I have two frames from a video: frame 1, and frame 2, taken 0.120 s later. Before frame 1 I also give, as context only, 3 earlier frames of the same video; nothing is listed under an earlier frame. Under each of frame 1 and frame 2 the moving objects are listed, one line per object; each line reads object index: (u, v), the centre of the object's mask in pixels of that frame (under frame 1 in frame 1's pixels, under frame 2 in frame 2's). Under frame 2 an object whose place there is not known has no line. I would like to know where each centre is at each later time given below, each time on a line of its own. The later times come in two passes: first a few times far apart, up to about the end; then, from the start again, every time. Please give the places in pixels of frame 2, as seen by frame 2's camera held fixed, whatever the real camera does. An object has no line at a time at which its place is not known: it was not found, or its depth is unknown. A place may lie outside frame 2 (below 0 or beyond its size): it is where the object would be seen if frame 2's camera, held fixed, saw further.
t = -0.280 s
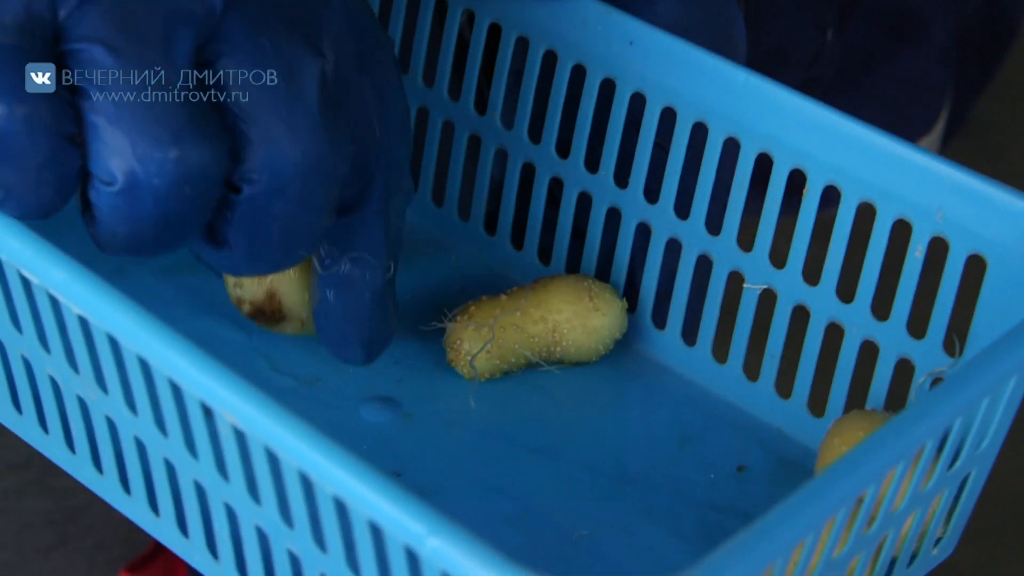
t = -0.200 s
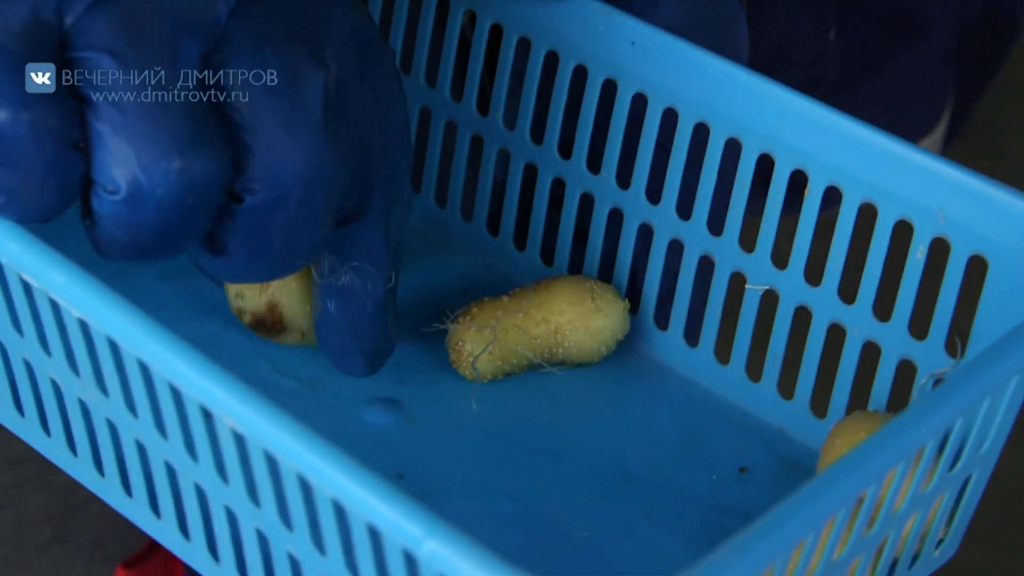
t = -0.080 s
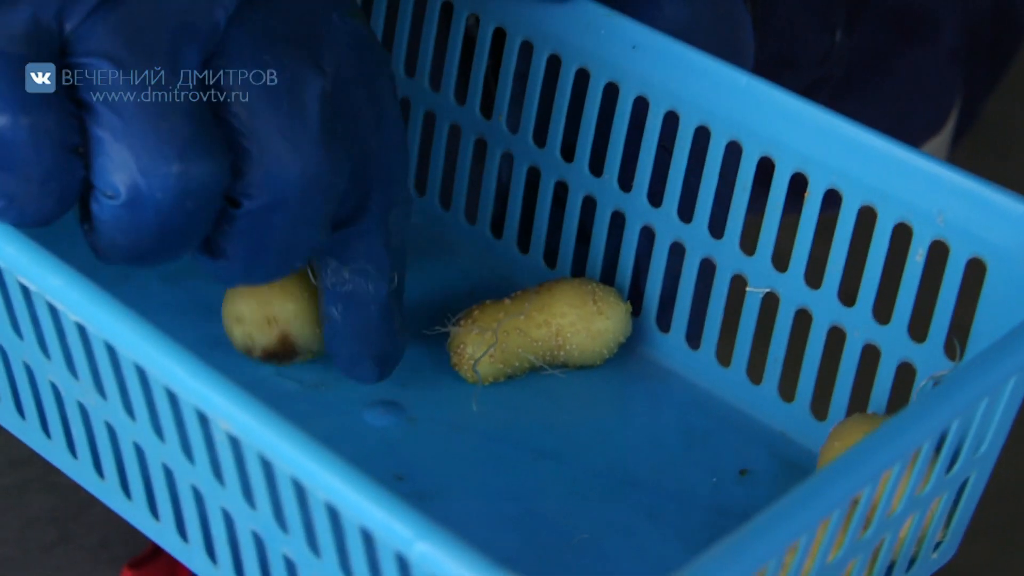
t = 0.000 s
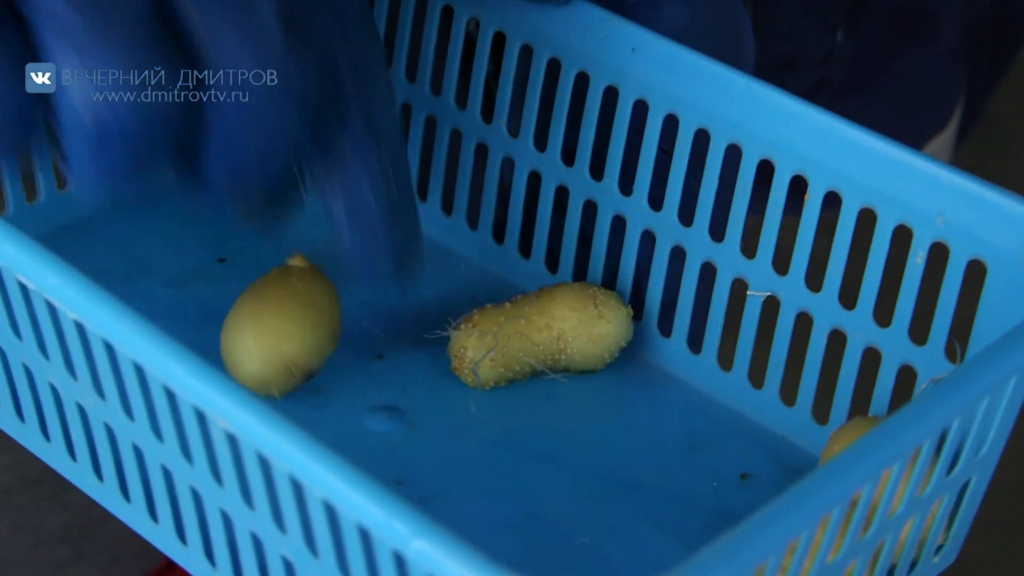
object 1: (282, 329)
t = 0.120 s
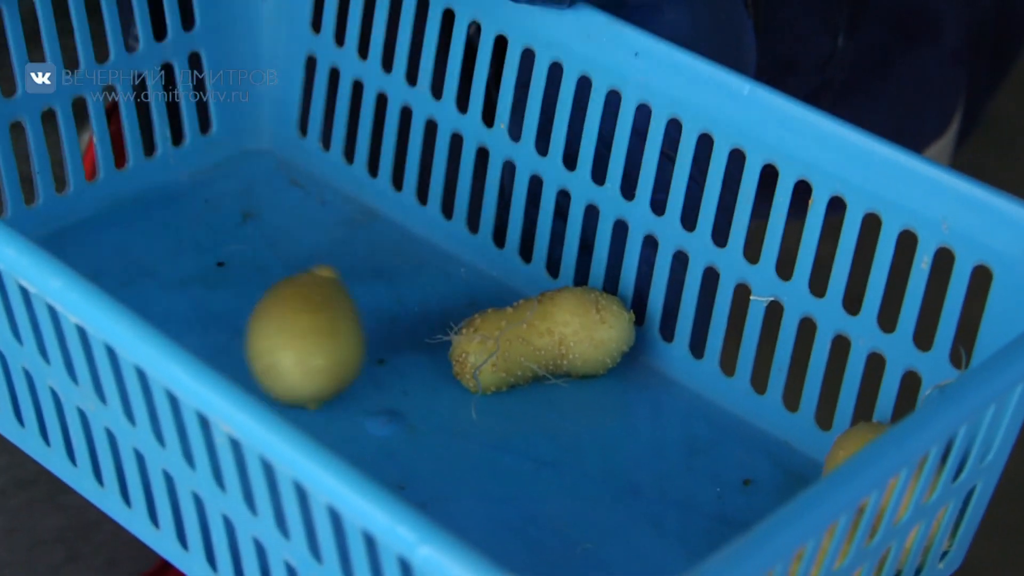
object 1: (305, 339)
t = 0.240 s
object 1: (357, 325)
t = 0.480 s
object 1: (374, 324)
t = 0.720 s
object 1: (371, 326)
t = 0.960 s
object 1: (356, 329)
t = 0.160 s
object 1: (327, 334)
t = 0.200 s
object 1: (345, 327)
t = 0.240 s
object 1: (357, 325)
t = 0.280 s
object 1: (367, 329)
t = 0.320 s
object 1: (374, 330)
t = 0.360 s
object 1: (376, 328)
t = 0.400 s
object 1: (375, 325)
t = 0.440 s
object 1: (374, 322)
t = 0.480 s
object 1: (374, 324)
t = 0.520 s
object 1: (373, 326)
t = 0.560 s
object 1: (372, 326)
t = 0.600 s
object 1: (370, 324)
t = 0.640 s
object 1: (369, 324)
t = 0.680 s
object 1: (370, 326)
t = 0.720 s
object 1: (371, 326)
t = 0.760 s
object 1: (370, 325)
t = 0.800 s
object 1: (367, 325)
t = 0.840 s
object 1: (364, 327)
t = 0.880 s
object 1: (359, 328)
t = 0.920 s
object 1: (356, 330)
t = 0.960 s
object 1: (356, 329)
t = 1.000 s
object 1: (360, 329)
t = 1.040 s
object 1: (360, 328)
